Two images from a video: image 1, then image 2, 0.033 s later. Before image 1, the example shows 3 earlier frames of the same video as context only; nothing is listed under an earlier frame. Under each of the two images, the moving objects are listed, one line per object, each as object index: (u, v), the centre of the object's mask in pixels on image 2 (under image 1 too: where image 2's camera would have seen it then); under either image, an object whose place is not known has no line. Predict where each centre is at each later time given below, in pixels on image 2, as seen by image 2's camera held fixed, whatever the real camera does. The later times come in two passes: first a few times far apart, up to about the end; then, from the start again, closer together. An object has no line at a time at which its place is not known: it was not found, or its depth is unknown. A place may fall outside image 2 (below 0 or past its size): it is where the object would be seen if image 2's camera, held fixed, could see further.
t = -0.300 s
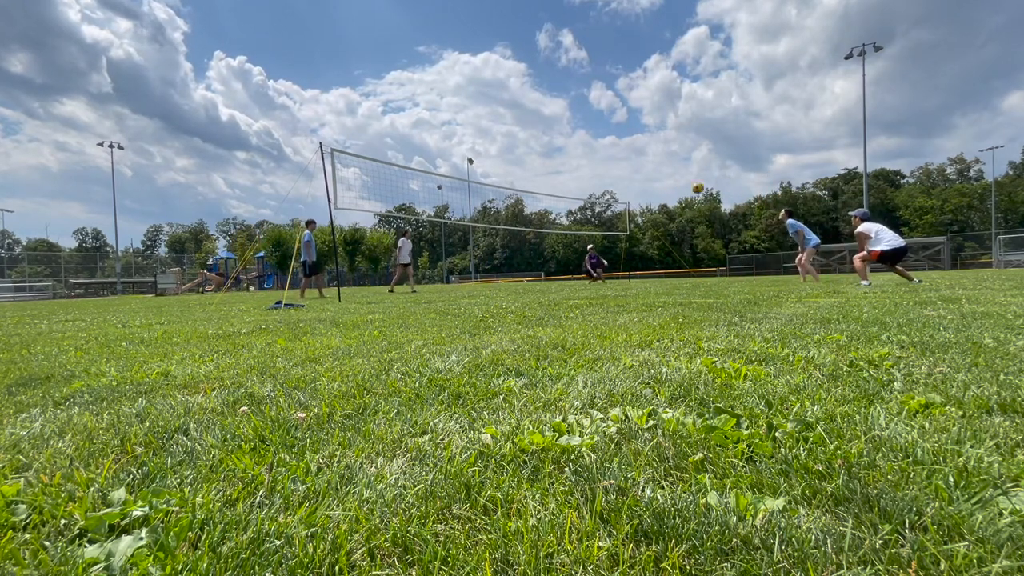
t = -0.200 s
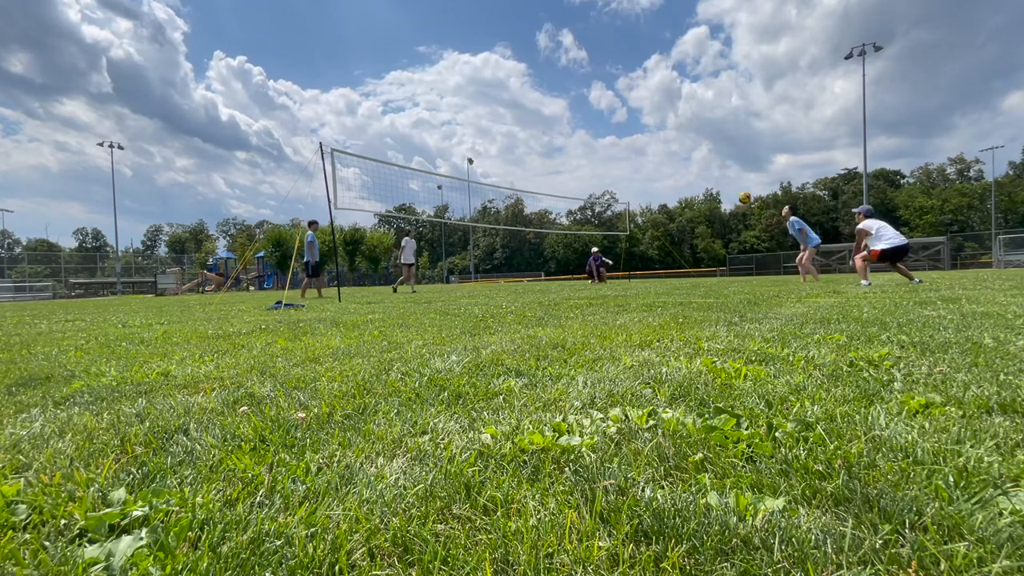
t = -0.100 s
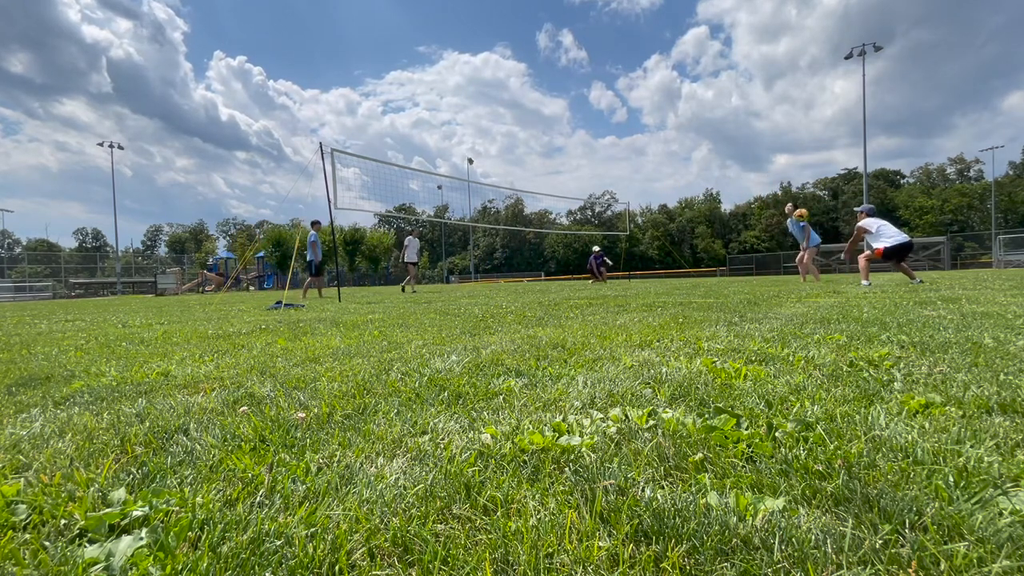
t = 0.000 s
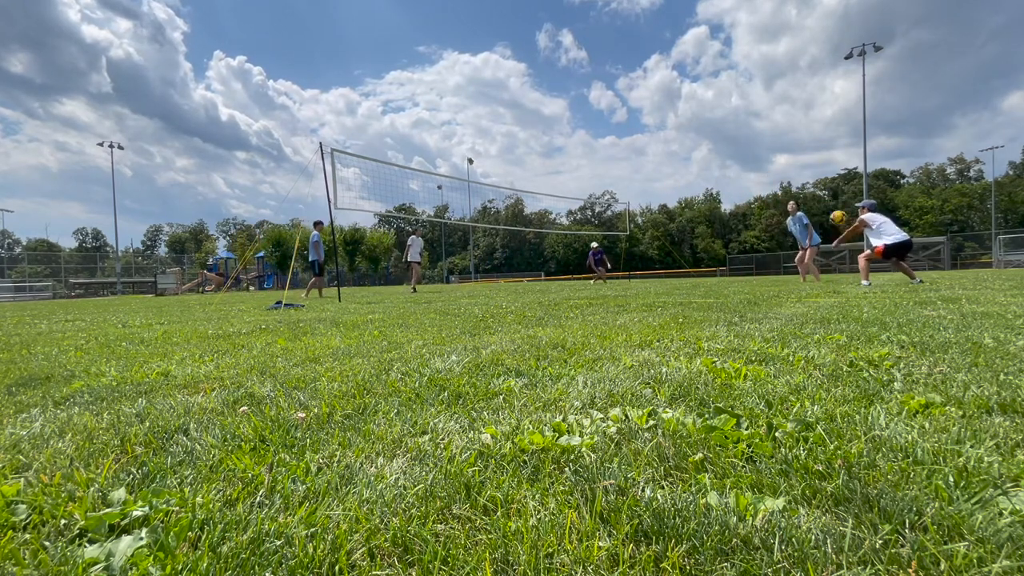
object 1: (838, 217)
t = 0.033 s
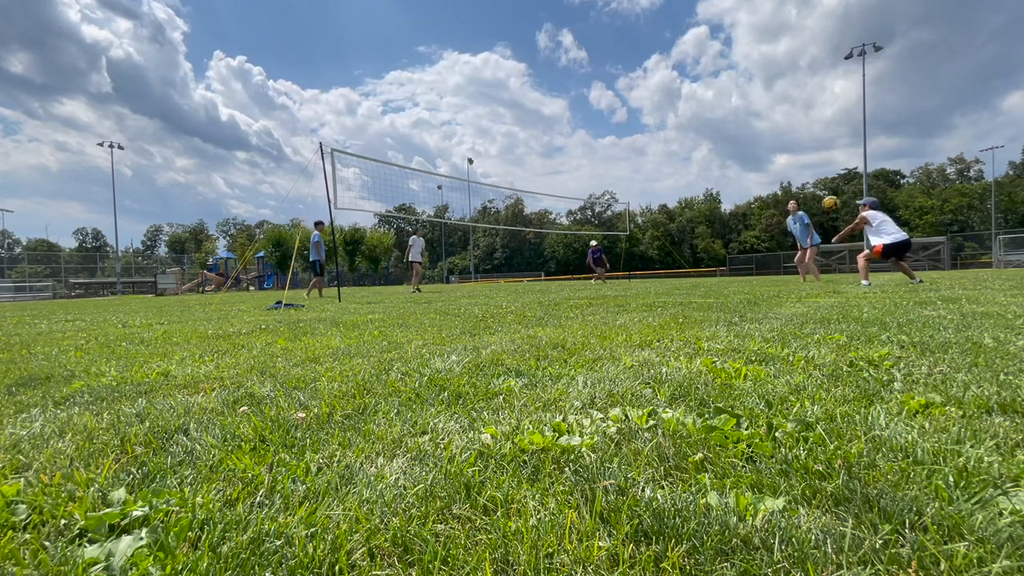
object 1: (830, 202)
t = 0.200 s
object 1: (796, 143)
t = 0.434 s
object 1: (757, 93)
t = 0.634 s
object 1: (729, 77)
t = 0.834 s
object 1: (706, 84)
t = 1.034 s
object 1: (686, 109)
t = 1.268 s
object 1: (665, 160)
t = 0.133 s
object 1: (809, 164)
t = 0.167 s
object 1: (803, 153)
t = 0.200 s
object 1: (796, 143)
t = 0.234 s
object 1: (790, 134)
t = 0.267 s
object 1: (784, 125)
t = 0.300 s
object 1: (778, 117)
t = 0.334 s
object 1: (773, 110)
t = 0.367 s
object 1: (767, 104)
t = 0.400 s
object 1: (762, 98)
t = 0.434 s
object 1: (757, 93)
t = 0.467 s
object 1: (752, 89)
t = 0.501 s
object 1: (747, 85)
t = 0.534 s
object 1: (742, 83)
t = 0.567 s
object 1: (738, 80)
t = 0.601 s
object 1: (733, 78)
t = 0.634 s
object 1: (729, 77)
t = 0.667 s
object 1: (725, 77)
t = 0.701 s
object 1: (721, 77)
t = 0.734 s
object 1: (717, 78)
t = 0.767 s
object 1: (713, 80)
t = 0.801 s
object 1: (709, 82)
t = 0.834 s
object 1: (706, 84)
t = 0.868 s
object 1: (702, 86)
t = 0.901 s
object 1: (698, 90)
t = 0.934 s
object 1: (695, 94)
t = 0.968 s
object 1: (692, 99)
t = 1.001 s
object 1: (689, 104)
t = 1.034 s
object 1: (686, 109)
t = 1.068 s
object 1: (683, 115)
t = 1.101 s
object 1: (679, 122)
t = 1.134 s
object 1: (676, 128)
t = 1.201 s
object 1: (671, 144)
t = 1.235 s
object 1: (668, 152)
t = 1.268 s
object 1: (665, 160)
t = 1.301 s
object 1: (663, 169)
